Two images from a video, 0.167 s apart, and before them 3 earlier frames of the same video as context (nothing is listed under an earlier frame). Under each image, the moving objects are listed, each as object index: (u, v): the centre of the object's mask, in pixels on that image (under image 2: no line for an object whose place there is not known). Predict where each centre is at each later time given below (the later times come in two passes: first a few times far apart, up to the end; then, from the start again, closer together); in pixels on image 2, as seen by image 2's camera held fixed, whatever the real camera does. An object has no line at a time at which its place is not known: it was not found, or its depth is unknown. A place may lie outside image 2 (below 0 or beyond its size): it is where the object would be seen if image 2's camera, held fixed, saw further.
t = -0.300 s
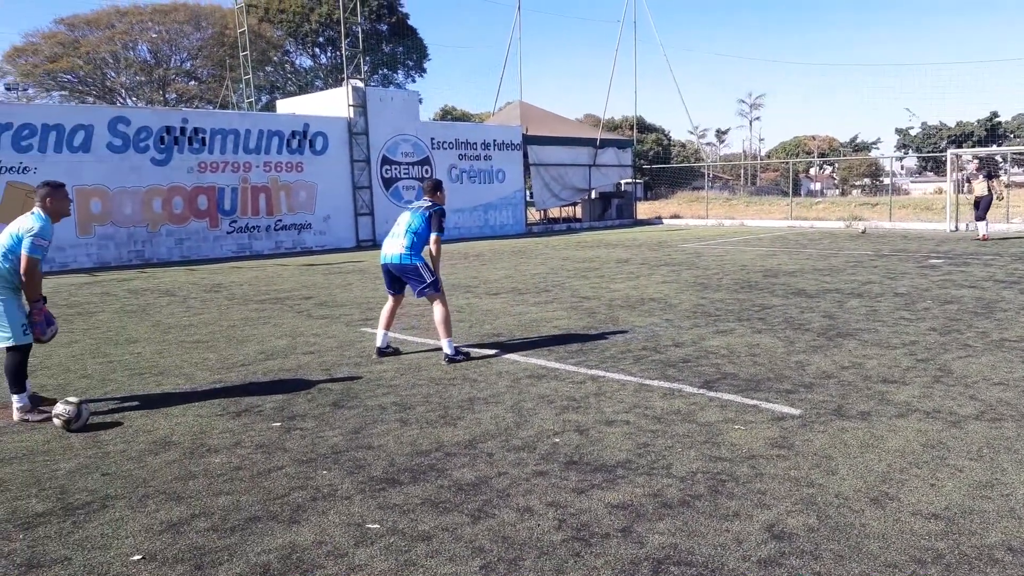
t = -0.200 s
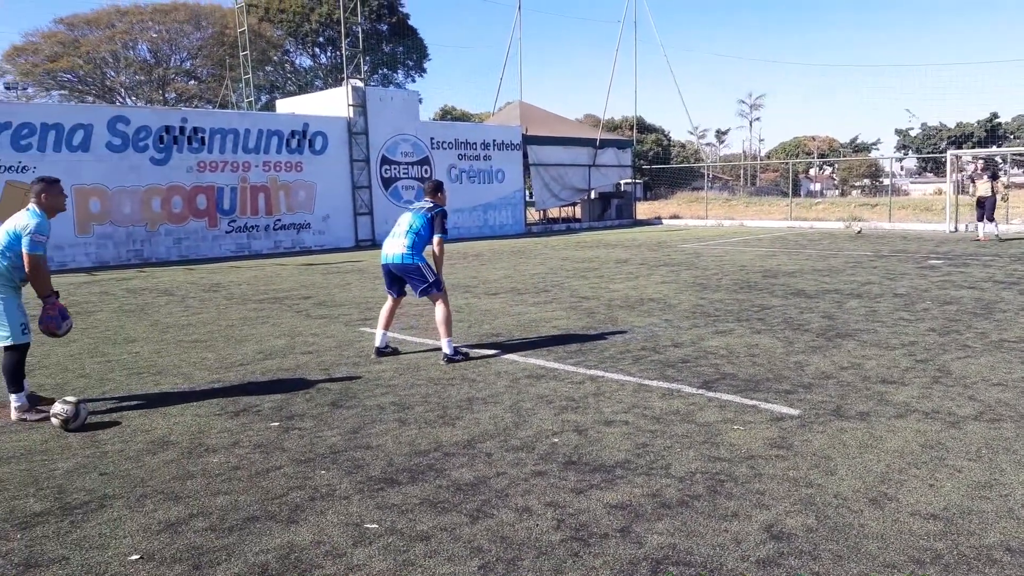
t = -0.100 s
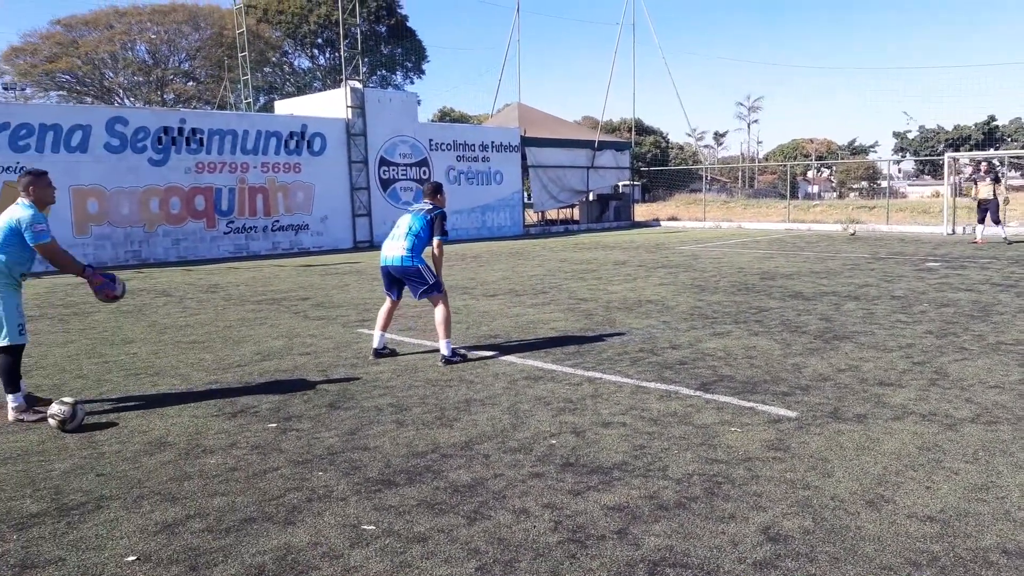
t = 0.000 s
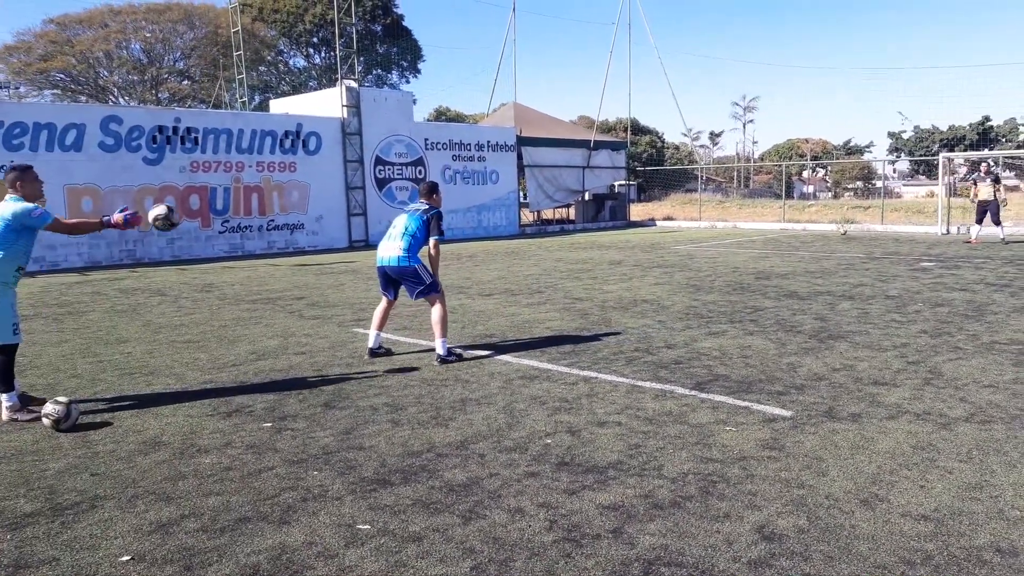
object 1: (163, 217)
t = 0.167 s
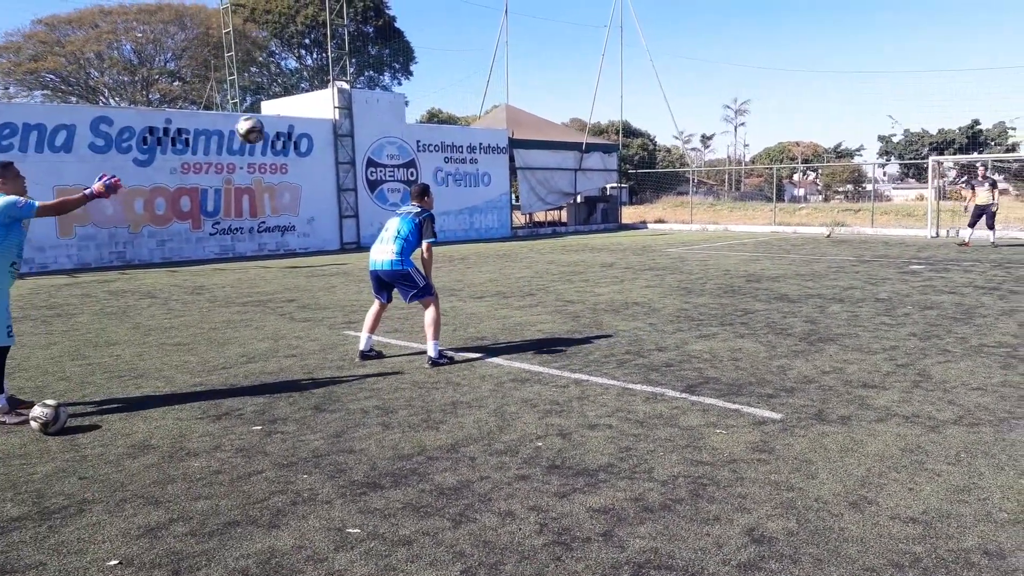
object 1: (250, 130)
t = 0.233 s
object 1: (286, 105)
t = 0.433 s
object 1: (390, 70)
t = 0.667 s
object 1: (498, 92)
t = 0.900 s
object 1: (591, 167)
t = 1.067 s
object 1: (657, 249)
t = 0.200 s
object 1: (268, 117)
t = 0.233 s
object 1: (286, 105)
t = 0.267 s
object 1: (304, 96)
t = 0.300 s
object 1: (322, 88)
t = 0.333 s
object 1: (338, 81)
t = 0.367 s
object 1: (356, 76)
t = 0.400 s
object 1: (373, 72)
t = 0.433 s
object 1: (390, 70)
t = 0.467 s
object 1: (406, 69)
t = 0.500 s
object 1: (422, 70)
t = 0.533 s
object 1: (438, 73)
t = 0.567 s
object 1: (454, 75)
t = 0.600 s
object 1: (469, 80)
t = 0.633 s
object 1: (483, 85)
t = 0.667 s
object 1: (498, 92)
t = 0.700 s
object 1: (512, 100)
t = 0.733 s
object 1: (526, 109)
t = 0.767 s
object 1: (540, 119)
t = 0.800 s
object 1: (553, 129)
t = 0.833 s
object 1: (566, 141)
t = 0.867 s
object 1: (579, 154)
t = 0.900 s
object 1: (591, 167)
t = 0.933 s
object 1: (603, 182)
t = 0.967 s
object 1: (615, 196)
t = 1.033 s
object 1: (643, 231)
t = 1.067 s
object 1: (657, 249)
